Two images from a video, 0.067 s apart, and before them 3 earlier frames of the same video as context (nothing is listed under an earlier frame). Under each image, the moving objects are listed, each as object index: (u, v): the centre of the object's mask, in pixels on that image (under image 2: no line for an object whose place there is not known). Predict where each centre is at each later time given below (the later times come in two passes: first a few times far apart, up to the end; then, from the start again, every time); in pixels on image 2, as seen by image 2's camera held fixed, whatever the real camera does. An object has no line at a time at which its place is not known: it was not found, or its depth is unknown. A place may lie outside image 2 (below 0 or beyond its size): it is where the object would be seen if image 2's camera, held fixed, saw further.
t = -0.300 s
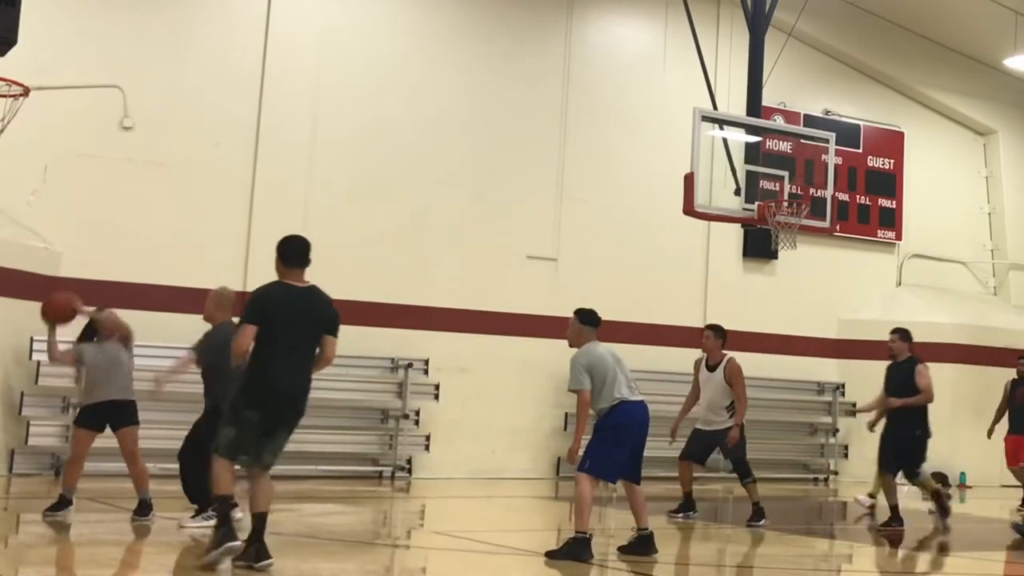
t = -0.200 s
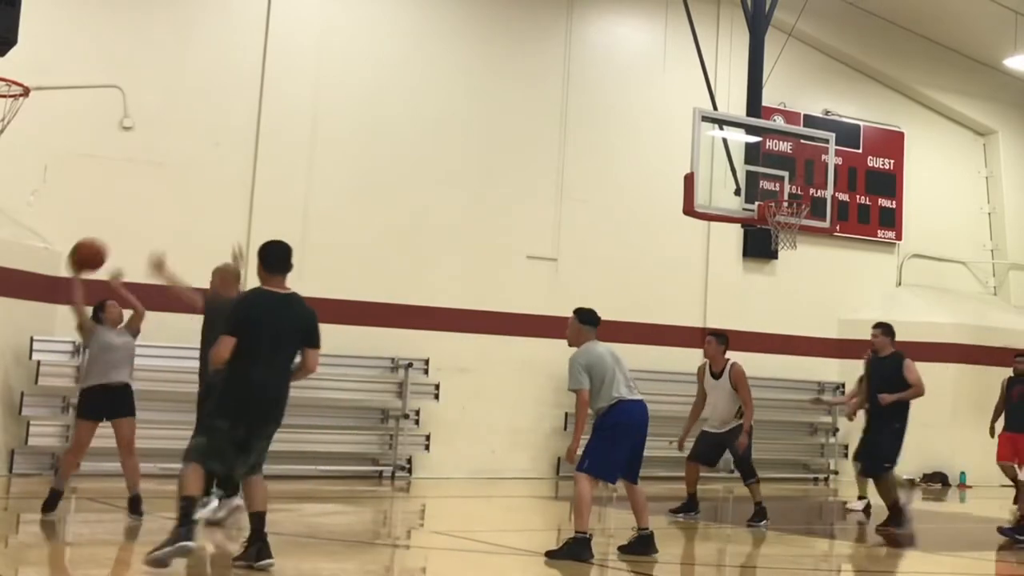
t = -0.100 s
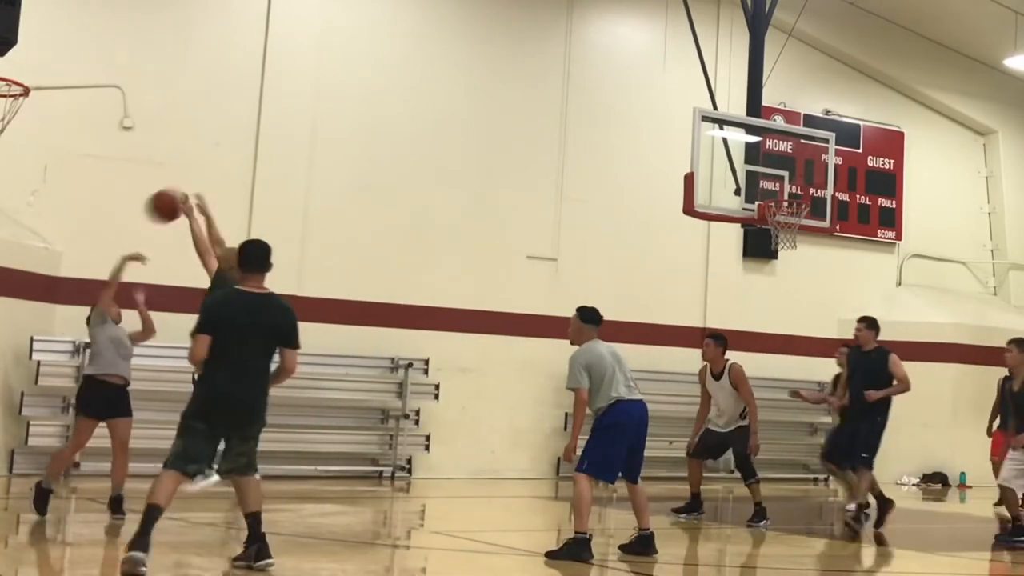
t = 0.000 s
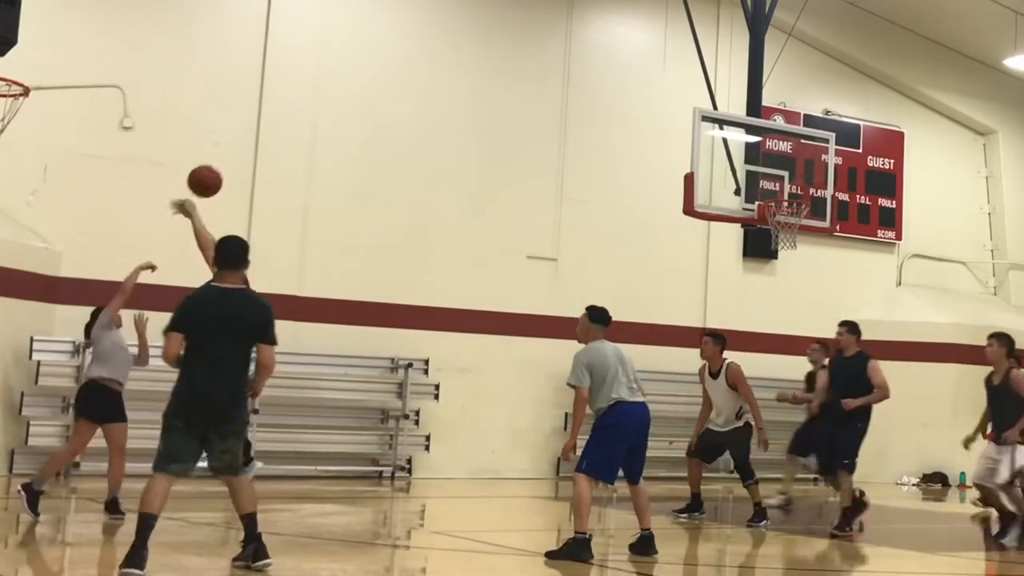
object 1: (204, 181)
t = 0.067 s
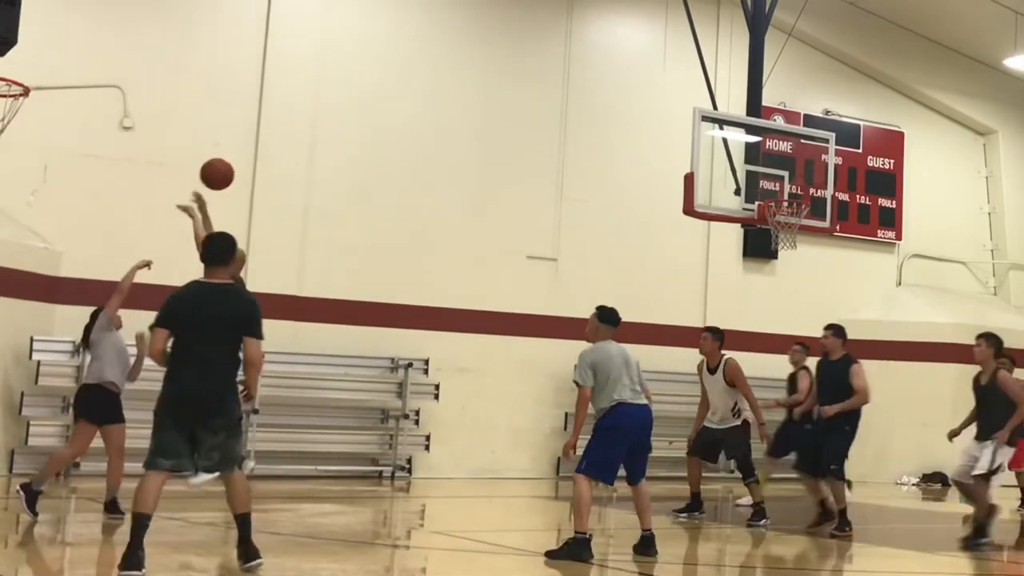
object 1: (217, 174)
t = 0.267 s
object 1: (248, 186)
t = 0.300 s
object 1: (252, 193)
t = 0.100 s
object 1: (222, 172)
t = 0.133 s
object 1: (228, 172)
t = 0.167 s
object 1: (233, 174)
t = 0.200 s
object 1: (238, 177)
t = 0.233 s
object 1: (243, 181)
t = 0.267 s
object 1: (248, 186)
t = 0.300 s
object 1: (252, 193)
